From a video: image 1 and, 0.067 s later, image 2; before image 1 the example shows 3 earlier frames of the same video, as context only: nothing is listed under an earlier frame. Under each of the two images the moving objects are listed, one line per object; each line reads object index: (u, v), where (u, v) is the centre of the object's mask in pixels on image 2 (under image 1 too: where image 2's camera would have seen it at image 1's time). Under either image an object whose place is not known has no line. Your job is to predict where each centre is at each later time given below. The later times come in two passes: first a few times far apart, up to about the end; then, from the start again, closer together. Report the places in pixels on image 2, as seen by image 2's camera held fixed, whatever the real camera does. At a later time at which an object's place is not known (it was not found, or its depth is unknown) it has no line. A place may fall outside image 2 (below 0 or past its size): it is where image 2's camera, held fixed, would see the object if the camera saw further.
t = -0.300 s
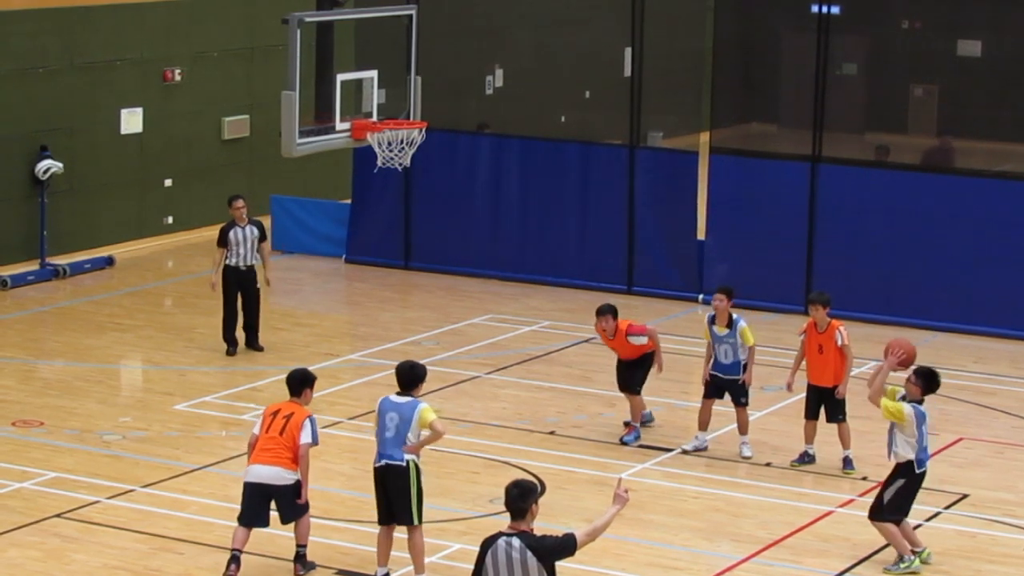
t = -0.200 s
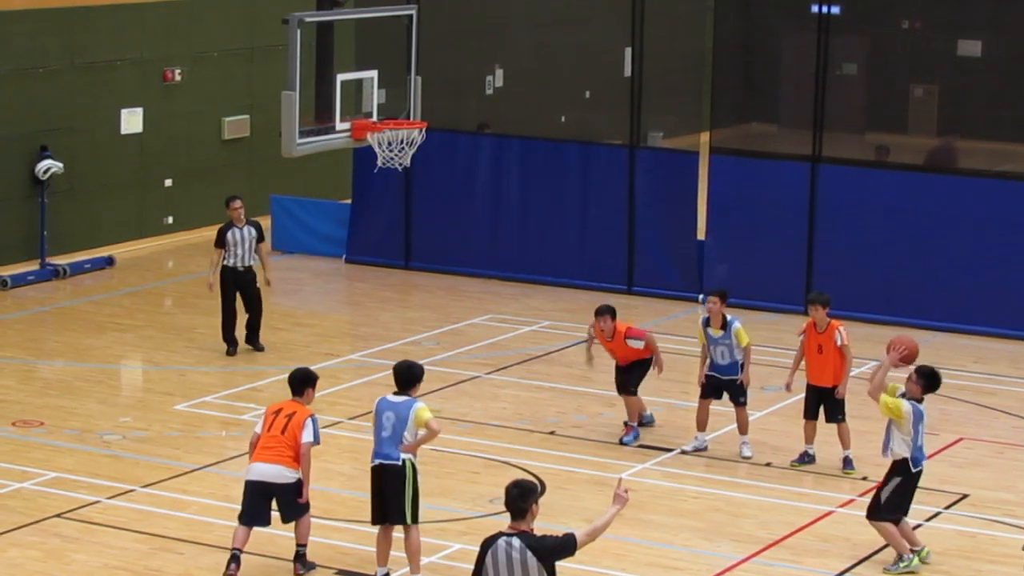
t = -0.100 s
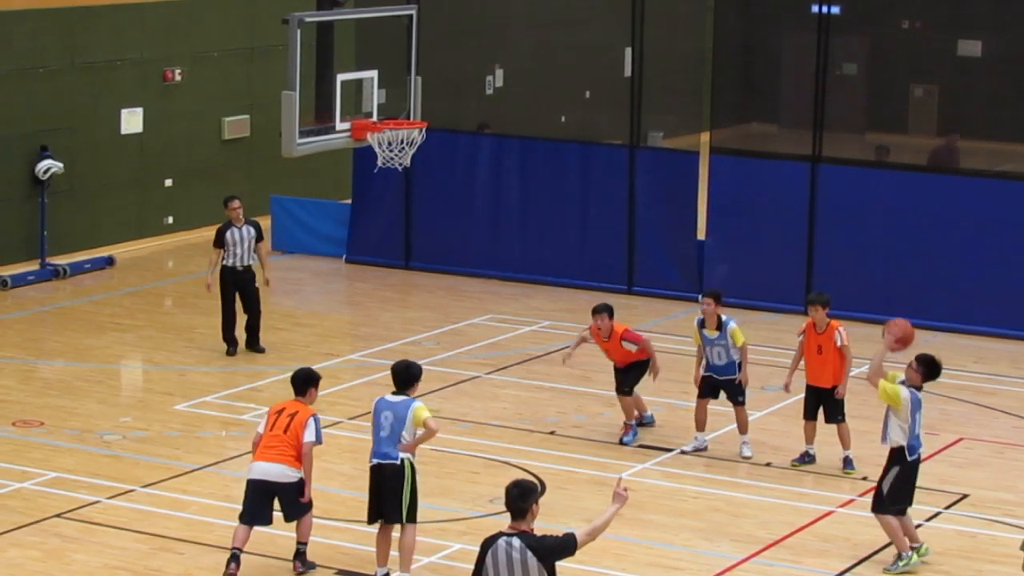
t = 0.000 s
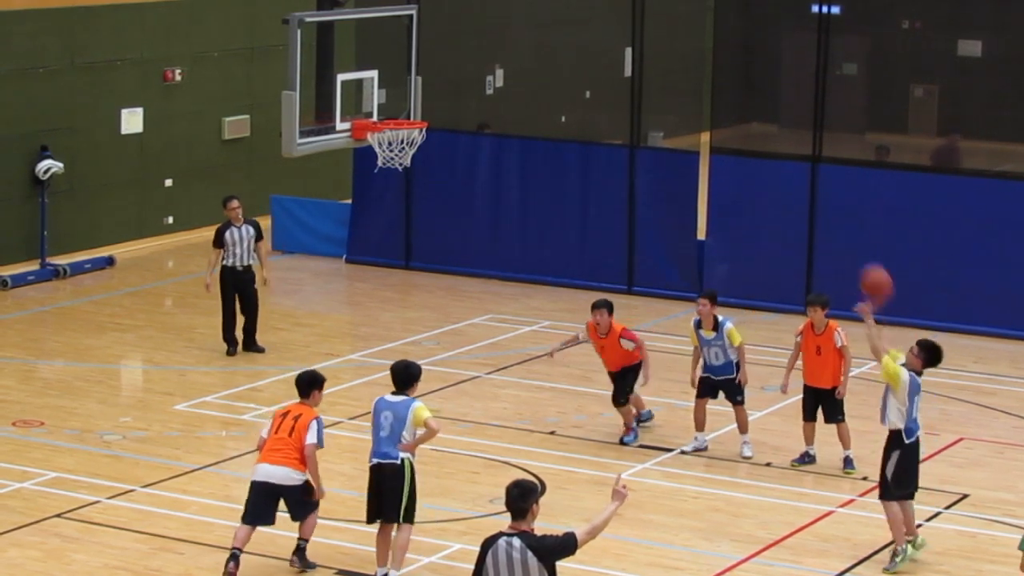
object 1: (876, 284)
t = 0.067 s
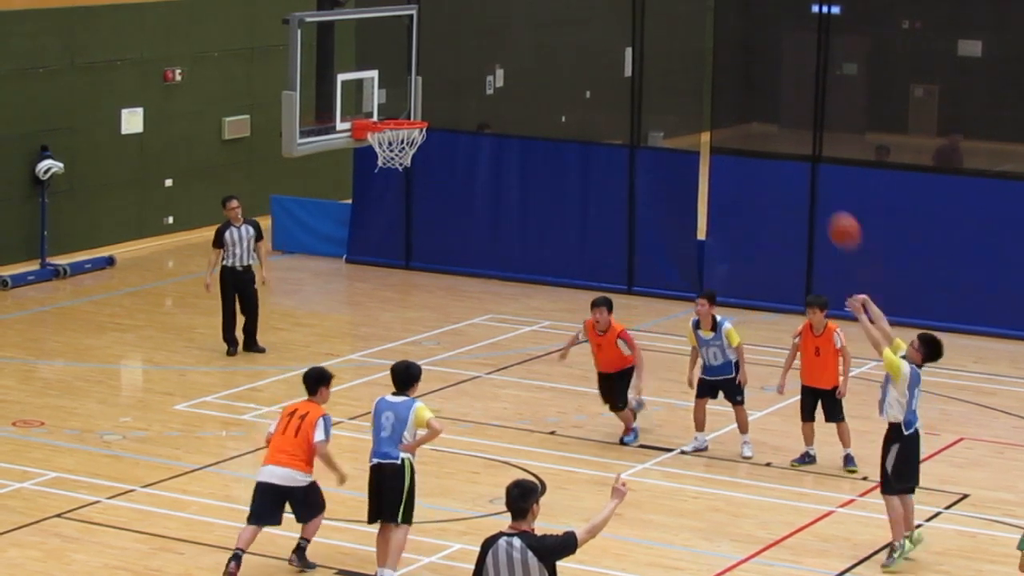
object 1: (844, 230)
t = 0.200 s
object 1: (780, 143)
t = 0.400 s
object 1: (684, 55)
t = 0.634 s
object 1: (577, 19)
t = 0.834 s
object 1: (486, 40)
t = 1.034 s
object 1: (399, 106)
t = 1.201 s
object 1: (404, 116)
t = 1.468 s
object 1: (413, 175)
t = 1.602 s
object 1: (433, 228)
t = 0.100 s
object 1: (828, 206)
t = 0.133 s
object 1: (812, 184)
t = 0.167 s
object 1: (796, 162)
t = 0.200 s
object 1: (780, 143)
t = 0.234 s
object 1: (763, 124)
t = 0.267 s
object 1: (747, 108)
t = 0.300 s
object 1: (732, 93)
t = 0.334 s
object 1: (716, 79)
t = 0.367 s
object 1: (699, 67)
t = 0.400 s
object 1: (684, 55)
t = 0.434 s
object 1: (669, 46)
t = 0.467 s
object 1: (654, 38)
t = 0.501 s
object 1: (638, 31)
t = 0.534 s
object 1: (622, 26)
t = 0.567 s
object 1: (607, 22)
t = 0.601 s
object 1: (592, 20)
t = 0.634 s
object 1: (577, 19)
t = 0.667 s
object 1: (561, 19)
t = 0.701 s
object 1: (546, 21)
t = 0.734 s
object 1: (531, 24)
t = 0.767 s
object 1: (516, 28)
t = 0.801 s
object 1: (501, 33)
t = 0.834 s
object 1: (486, 40)
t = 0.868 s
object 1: (472, 48)
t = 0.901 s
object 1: (457, 57)
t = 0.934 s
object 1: (443, 68)
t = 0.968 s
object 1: (429, 80)
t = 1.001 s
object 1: (414, 92)
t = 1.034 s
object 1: (399, 106)
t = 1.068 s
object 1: (392, 115)
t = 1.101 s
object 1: (393, 117)
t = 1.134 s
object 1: (396, 117)
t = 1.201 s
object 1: (404, 116)
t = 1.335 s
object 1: (387, 145)
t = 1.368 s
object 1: (397, 146)
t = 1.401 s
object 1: (403, 157)
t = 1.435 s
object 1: (408, 166)
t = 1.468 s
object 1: (413, 175)
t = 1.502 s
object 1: (418, 186)
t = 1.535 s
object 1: (424, 199)
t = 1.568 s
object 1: (428, 213)
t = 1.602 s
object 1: (433, 228)
